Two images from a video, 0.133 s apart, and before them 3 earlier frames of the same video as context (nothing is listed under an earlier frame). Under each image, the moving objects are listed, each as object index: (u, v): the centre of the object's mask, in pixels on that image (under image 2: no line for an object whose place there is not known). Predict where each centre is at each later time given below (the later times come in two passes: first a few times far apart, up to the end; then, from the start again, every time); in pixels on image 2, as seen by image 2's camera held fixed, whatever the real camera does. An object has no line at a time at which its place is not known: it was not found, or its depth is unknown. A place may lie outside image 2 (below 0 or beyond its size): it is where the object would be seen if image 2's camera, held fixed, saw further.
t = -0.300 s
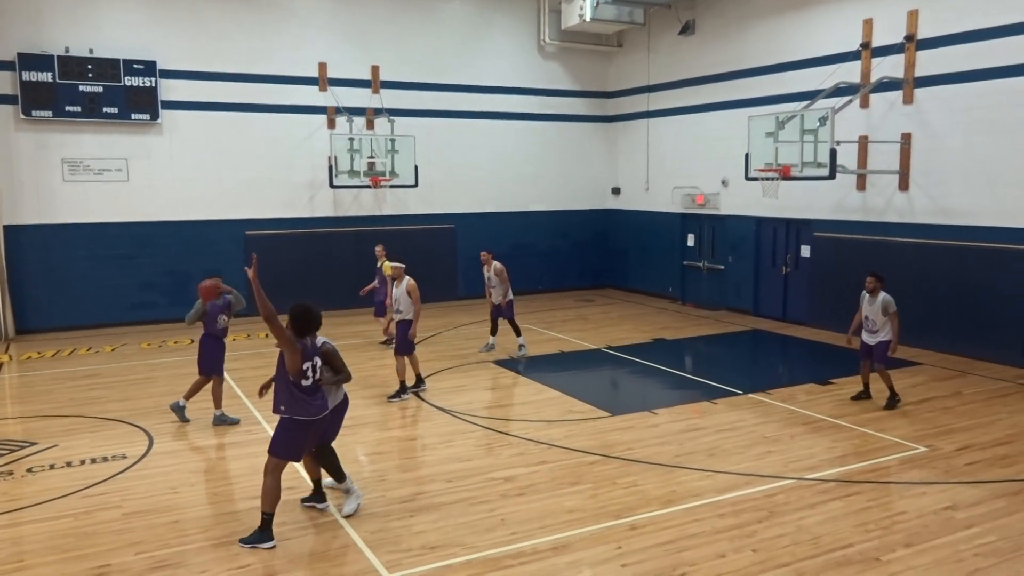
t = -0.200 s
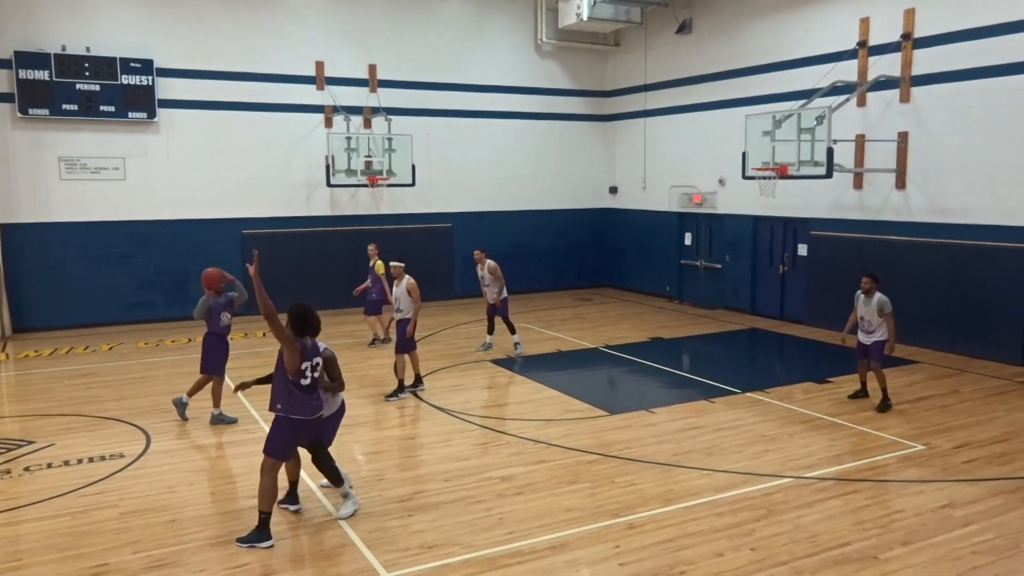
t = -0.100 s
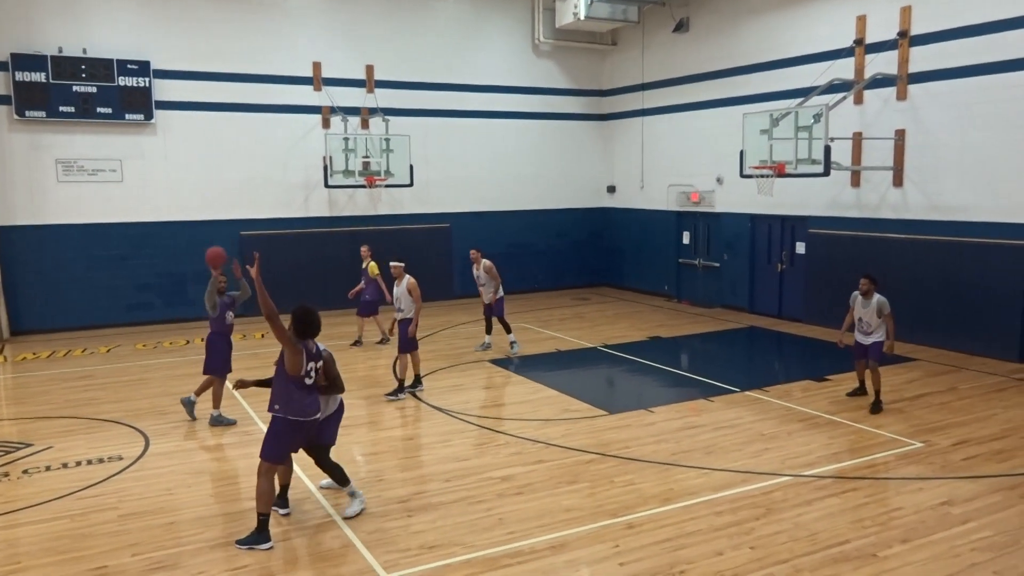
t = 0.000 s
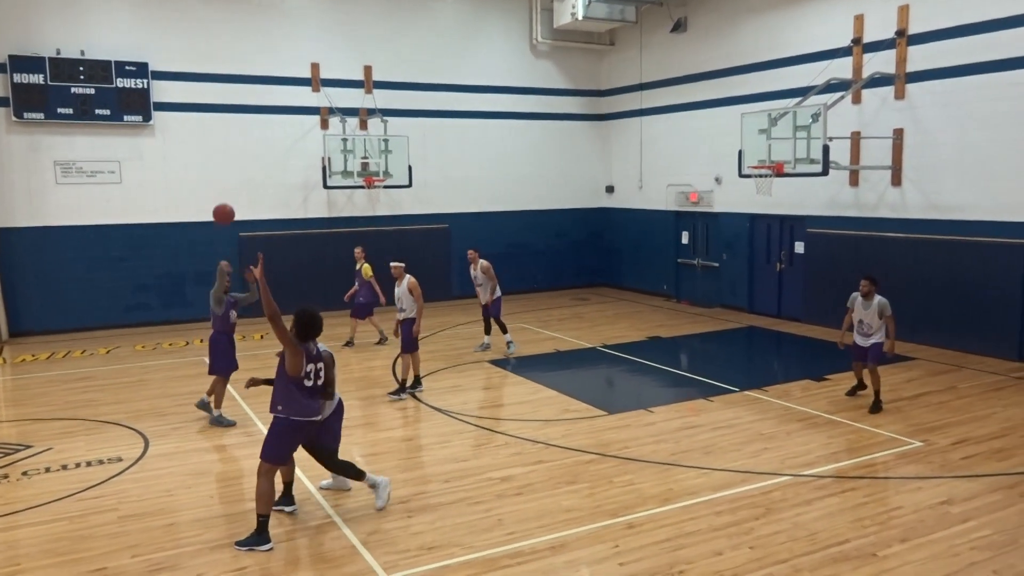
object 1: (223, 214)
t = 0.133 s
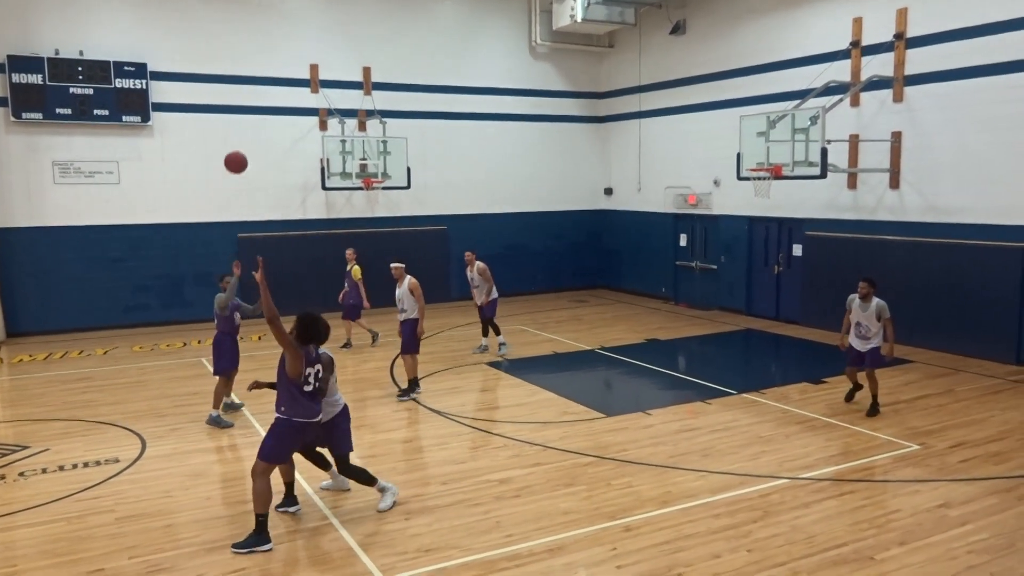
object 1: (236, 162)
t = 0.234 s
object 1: (248, 130)
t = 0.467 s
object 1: (284, 85)
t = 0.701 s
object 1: (330, 97)
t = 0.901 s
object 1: (383, 168)
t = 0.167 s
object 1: (240, 151)
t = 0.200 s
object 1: (244, 140)
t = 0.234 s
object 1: (248, 130)
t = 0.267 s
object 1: (252, 121)
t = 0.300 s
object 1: (257, 112)
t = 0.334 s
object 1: (262, 105)
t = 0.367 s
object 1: (267, 99)
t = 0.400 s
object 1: (272, 93)
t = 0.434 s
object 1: (278, 88)
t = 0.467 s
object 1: (284, 85)
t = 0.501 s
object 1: (289, 82)
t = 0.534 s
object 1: (295, 81)
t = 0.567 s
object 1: (302, 82)
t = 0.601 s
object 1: (308, 83)
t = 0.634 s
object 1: (316, 86)
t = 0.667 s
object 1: (323, 90)
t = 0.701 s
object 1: (330, 97)
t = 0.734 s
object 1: (339, 104)
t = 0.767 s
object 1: (347, 113)
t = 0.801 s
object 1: (355, 124)
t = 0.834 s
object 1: (364, 137)
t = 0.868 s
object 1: (374, 151)
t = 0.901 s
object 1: (383, 168)
